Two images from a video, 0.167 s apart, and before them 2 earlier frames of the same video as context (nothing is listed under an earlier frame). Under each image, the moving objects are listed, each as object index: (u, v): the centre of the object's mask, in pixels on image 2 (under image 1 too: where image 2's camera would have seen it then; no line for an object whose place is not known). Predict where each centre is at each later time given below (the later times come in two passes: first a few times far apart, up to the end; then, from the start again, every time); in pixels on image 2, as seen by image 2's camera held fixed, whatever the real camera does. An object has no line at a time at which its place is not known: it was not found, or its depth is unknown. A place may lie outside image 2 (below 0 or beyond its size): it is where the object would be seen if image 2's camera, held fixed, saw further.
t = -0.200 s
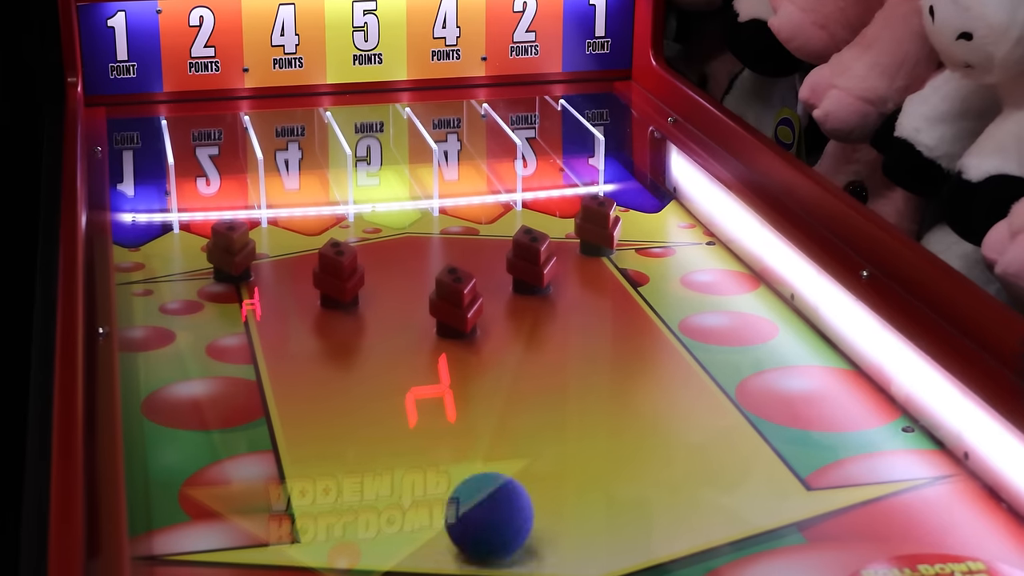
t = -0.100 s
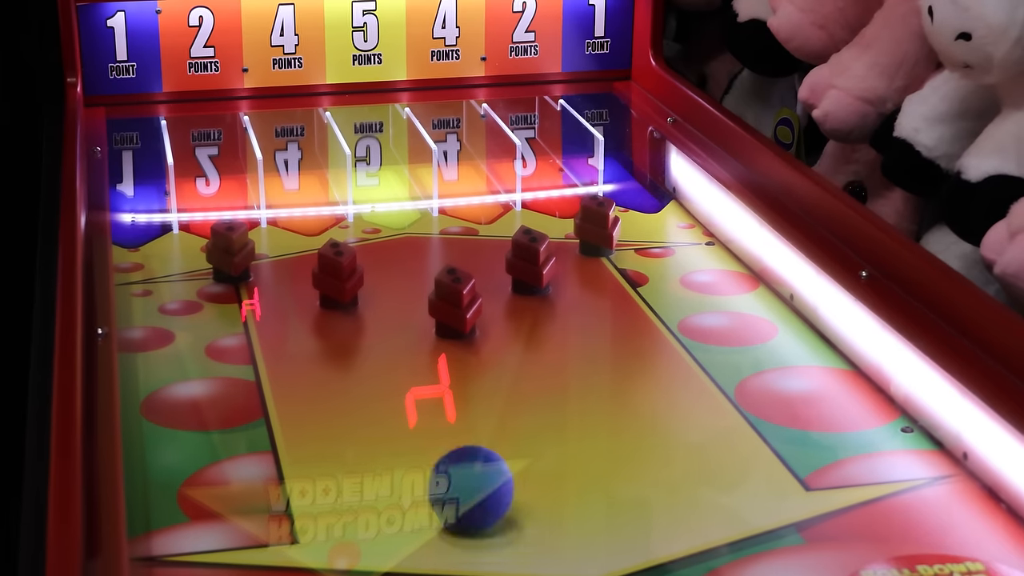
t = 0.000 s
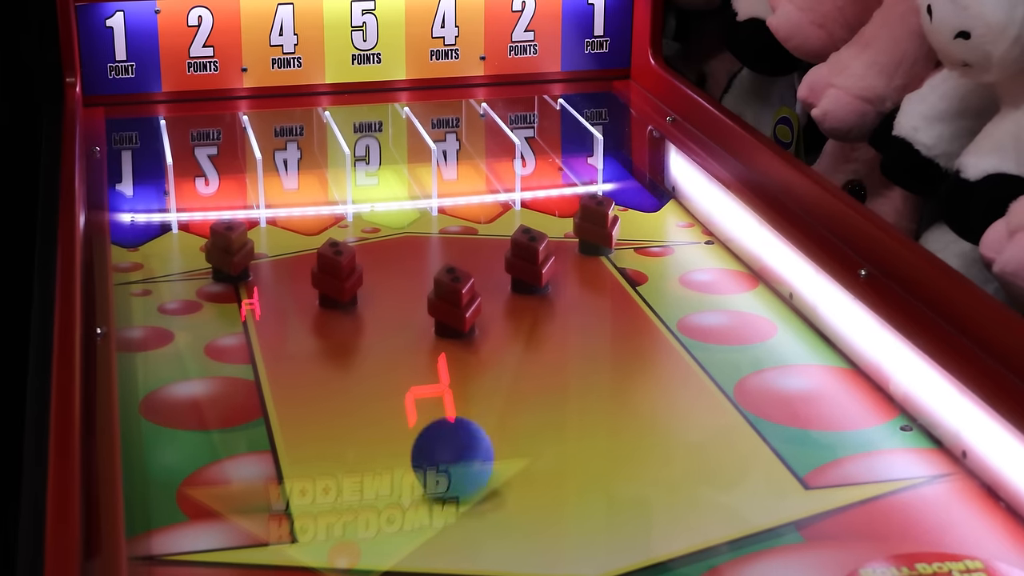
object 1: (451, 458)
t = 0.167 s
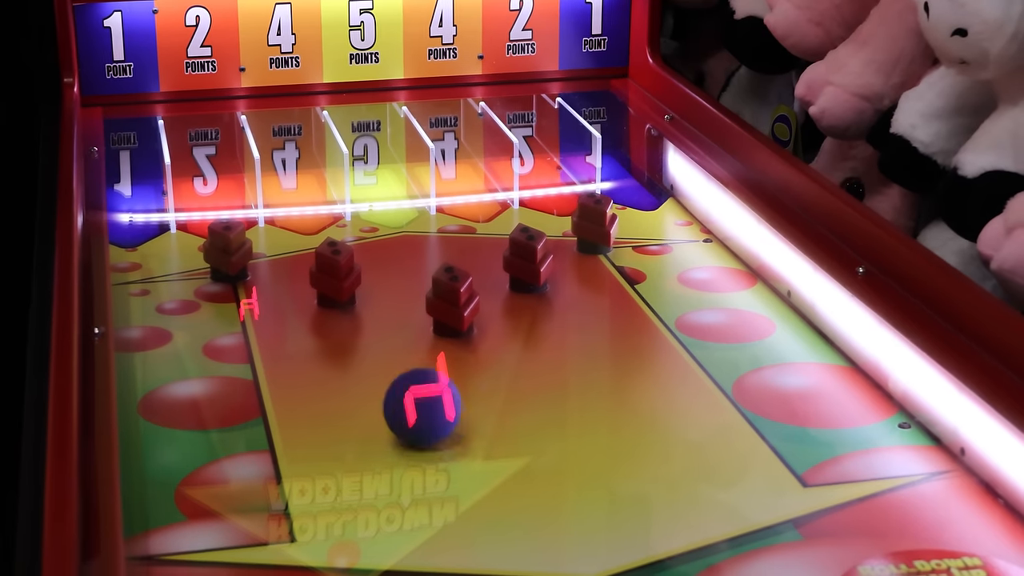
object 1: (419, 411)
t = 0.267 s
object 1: (400, 373)
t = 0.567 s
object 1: (380, 293)
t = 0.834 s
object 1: (309, 328)
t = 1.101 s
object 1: (212, 342)
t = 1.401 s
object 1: (137, 337)
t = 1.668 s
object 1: (160, 312)
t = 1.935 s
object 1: (187, 276)
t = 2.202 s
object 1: (134, 261)
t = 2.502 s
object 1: (161, 244)
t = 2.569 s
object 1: (172, 240)
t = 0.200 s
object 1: (415, 399)
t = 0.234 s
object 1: (406, 387)
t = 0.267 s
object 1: (400, 373)
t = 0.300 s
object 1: (398, 365)
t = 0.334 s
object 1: (394, 357)
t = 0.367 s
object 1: (389, 348)
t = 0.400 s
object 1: (384, 339)
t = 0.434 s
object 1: (379, 329)
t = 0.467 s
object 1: (373, 319)
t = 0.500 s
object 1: (368, 310)
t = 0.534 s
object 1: (363, 300)
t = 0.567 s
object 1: (380, 293)
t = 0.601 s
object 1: (391, 295)
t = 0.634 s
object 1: (377, 303)
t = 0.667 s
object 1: (363, 315)
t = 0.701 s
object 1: (353, 310)
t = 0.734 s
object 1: (344, 317)
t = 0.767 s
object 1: (333, 320)
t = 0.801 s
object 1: (321, 321)
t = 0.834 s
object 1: (309, 328)
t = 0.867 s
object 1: (297, 327)
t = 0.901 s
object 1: (285, 333)
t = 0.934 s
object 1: (274, 333)
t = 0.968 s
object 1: (261, 337)
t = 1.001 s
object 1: (249, 340)
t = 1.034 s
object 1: (236, 340)
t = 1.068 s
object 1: (224, 341)
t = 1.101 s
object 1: (212, 342)
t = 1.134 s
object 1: (200, 343)
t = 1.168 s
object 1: (187, 344)
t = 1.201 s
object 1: (175, 342)
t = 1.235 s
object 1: (163, 343)
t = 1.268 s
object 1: (150, 343)
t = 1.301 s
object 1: (141, 342)
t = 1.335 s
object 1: (135, 340)
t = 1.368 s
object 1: (135, 339)
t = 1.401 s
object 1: (137, 337)
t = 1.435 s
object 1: (139, 334)
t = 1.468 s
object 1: (141, 331)
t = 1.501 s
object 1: (143, 329)
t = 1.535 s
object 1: (146, 326)
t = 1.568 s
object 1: (149, 322)
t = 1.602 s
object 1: (152, 319)
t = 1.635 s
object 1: (156, 316)
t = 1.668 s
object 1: (160, 312)
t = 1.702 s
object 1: (163, 307)
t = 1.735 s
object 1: (167, 303)
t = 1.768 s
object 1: (170, 299)
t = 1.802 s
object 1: (174, 295)
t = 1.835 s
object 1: (177, 291)
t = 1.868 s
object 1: (180, 286)
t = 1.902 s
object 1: (183, 281)
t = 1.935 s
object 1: (187, 276)
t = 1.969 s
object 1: (190, 271)
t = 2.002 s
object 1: (192, 266)
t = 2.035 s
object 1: (182, 266)
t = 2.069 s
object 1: (171, 265)
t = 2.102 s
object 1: (161, 264)
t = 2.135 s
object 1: (150, 263)
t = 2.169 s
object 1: (140, 262)
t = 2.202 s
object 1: (134, 261)
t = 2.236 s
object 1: (128, 258)
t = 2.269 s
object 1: (130, 257)
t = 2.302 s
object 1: (133, 256)
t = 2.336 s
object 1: (136, 254)
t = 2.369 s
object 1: (140, 251)
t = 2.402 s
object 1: (145, 250)
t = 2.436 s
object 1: (151, 247)
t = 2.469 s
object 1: (156, 246)
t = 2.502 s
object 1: (161, 244)
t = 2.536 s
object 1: (167, 242)
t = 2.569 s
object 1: (172, 240)
